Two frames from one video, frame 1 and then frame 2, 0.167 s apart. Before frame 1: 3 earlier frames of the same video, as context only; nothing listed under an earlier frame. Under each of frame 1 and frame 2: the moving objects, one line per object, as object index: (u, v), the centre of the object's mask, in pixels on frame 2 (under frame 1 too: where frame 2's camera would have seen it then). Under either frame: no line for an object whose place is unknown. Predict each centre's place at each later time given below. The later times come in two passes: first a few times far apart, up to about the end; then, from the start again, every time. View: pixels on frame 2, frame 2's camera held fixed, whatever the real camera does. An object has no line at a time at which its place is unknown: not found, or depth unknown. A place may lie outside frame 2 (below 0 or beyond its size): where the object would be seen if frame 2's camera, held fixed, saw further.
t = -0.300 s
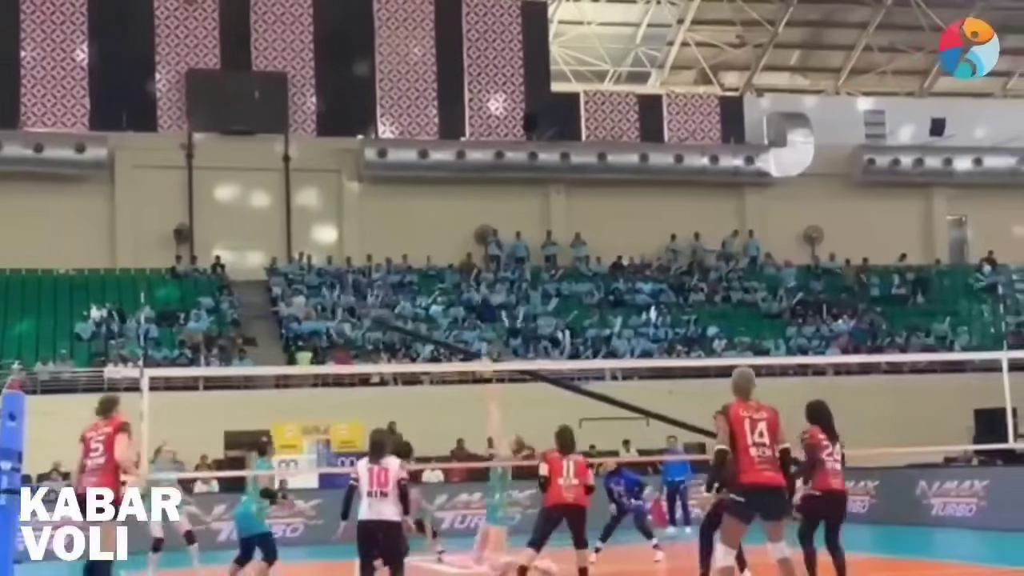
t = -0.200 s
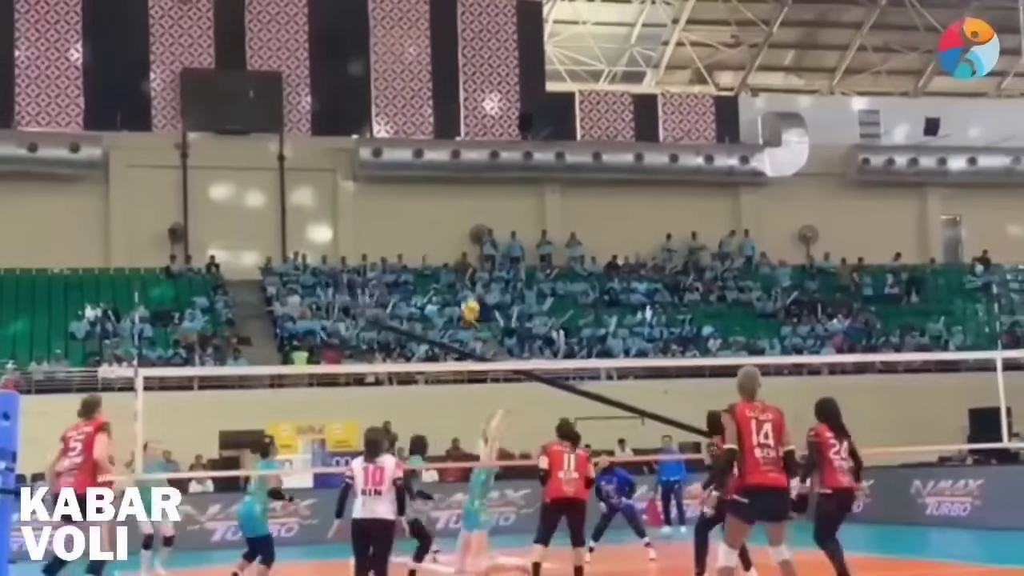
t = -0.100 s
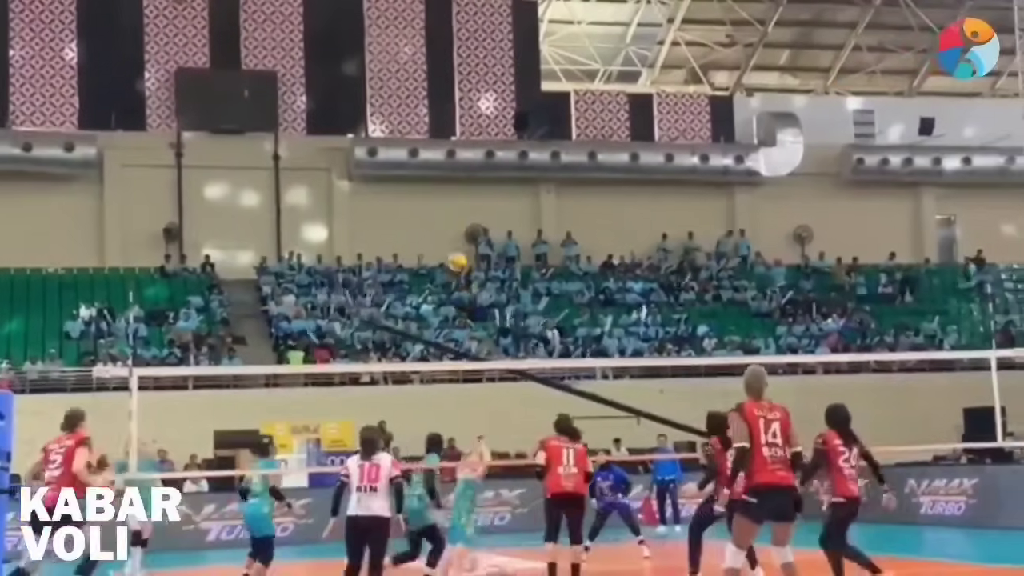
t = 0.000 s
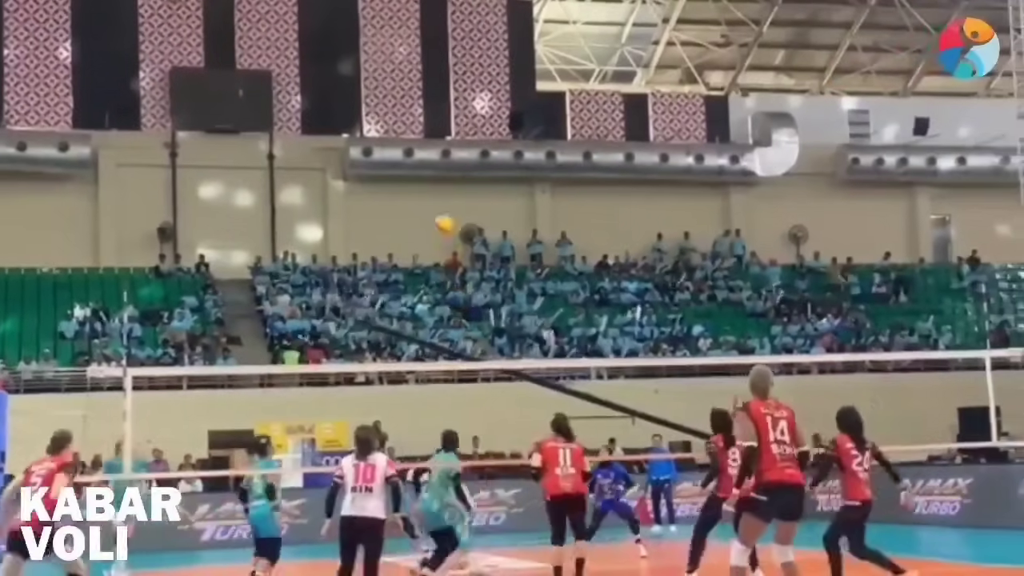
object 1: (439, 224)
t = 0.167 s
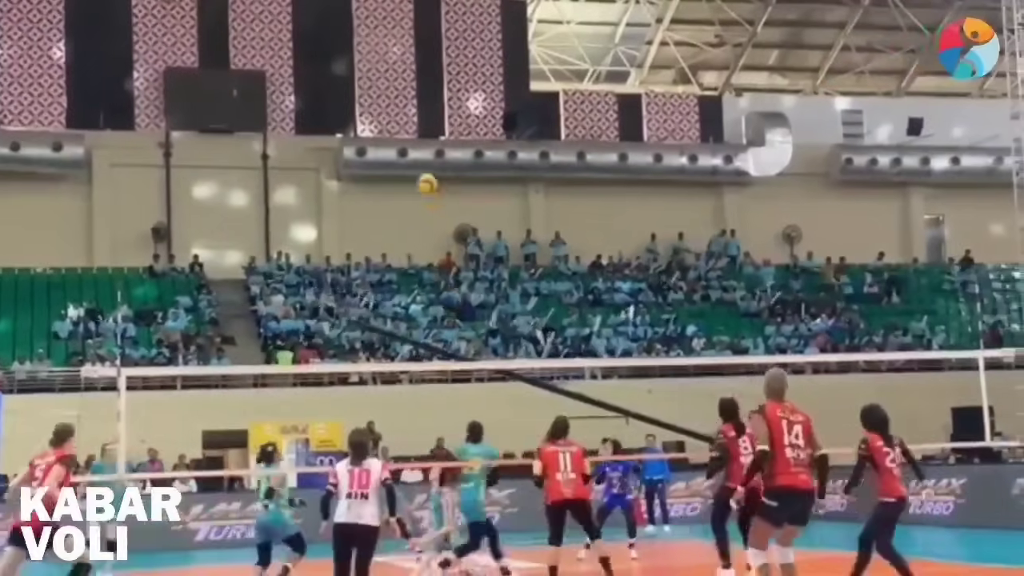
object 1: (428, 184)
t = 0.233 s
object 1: (423, 174)
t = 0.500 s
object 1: (409, 171)
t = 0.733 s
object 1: (399, 219)
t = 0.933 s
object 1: (391, 293)
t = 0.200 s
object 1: (425, 179)
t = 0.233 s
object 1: (423, 174)
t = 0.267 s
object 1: (421, 170)
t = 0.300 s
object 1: (420, 168)
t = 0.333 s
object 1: (418, 167)
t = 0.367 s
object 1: (416, 167)
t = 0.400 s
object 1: (414, 166)
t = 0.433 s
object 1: (412, 167)
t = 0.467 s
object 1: (410, 169)
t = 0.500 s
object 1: (409, 171)
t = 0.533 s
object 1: (407, 175)
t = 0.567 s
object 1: (405, 180)
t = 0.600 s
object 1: (404, 186)
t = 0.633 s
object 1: (402, 193)
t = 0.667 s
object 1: (401, 200)
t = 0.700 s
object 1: (400, 209)
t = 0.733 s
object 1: (399, 219)
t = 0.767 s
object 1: (398, 229)
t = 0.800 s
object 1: (396, 240)
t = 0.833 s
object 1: (395, 254)
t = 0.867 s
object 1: (394, 266)
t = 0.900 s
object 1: (392, 279)
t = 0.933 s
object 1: (391, 293)
